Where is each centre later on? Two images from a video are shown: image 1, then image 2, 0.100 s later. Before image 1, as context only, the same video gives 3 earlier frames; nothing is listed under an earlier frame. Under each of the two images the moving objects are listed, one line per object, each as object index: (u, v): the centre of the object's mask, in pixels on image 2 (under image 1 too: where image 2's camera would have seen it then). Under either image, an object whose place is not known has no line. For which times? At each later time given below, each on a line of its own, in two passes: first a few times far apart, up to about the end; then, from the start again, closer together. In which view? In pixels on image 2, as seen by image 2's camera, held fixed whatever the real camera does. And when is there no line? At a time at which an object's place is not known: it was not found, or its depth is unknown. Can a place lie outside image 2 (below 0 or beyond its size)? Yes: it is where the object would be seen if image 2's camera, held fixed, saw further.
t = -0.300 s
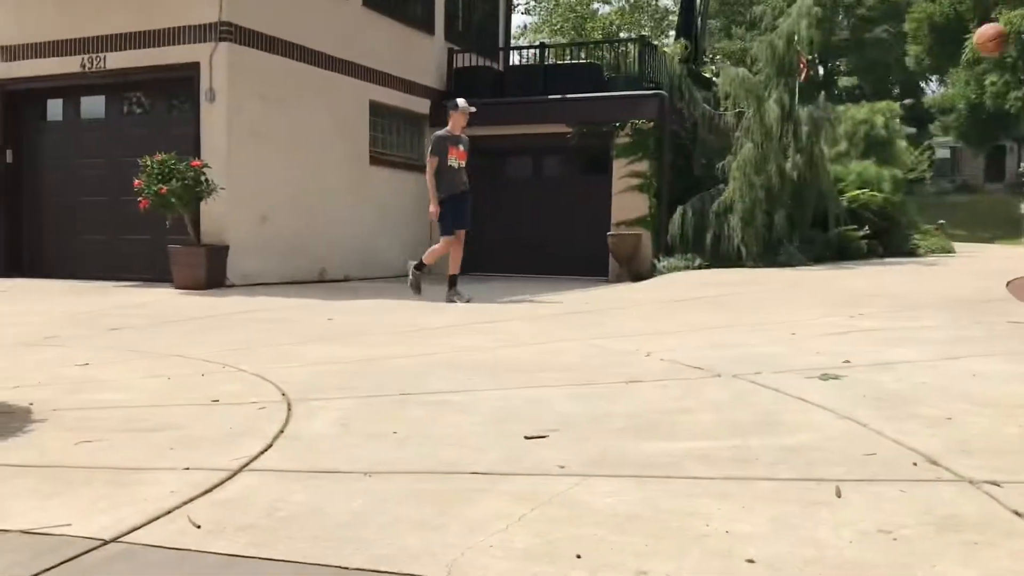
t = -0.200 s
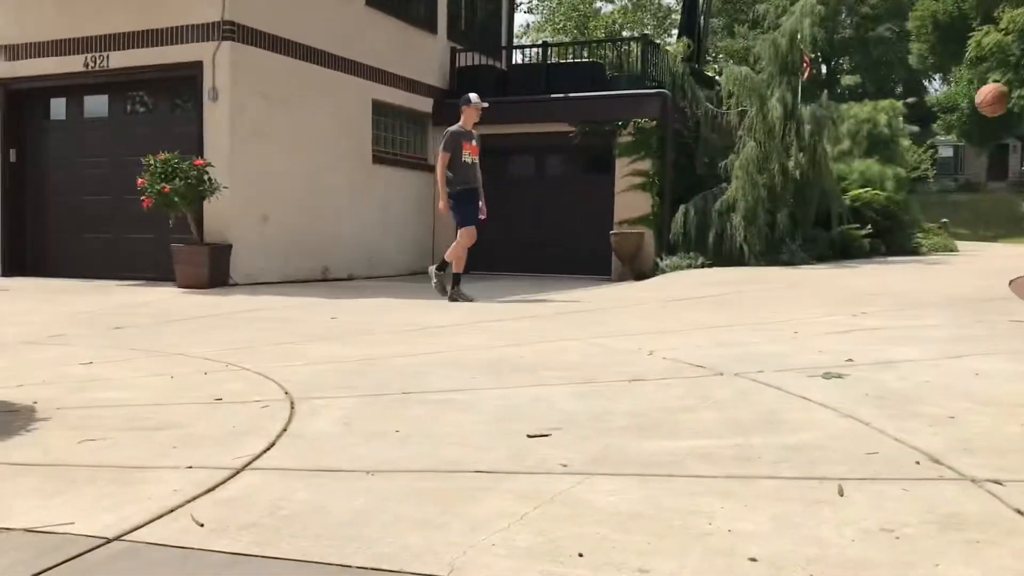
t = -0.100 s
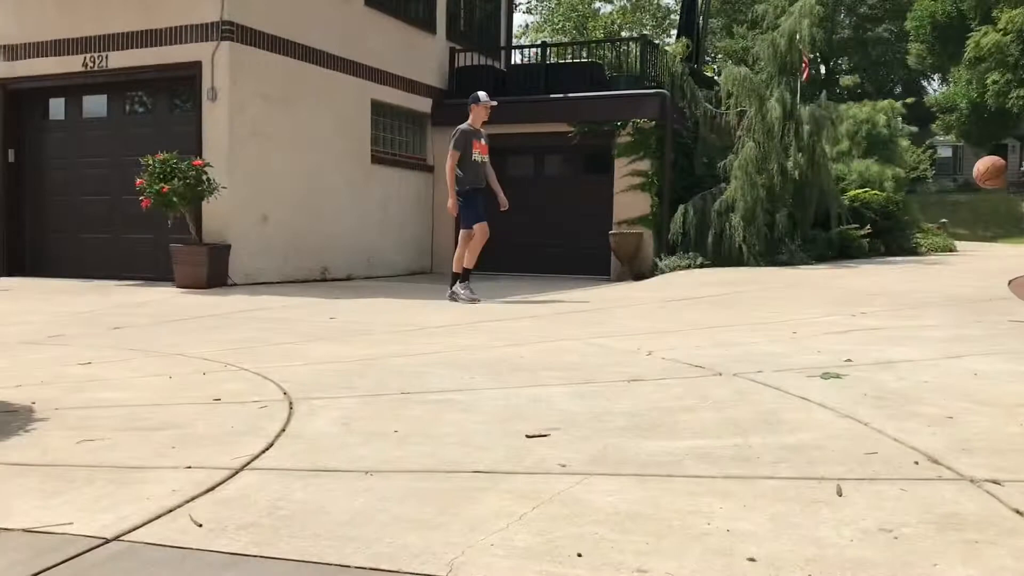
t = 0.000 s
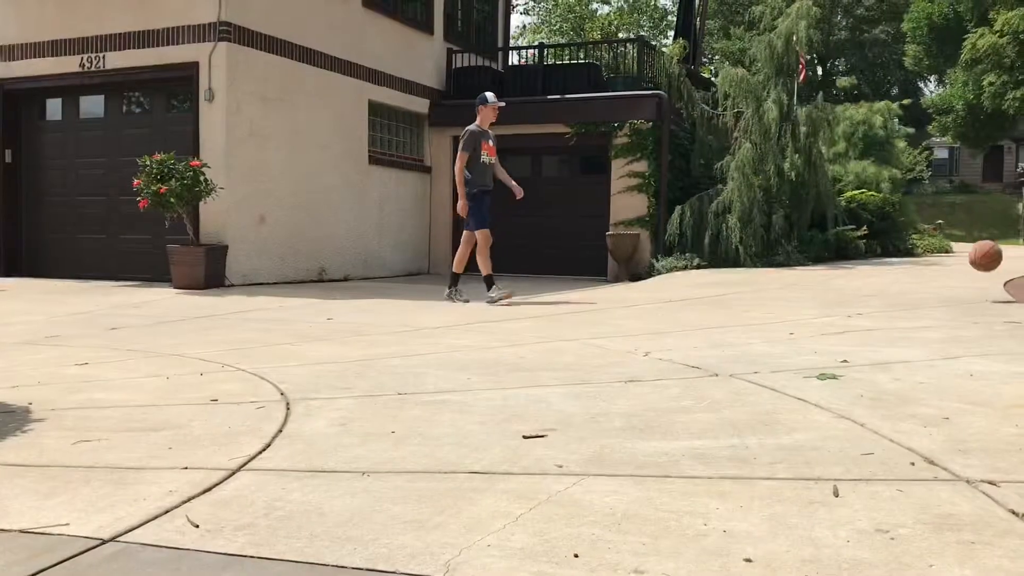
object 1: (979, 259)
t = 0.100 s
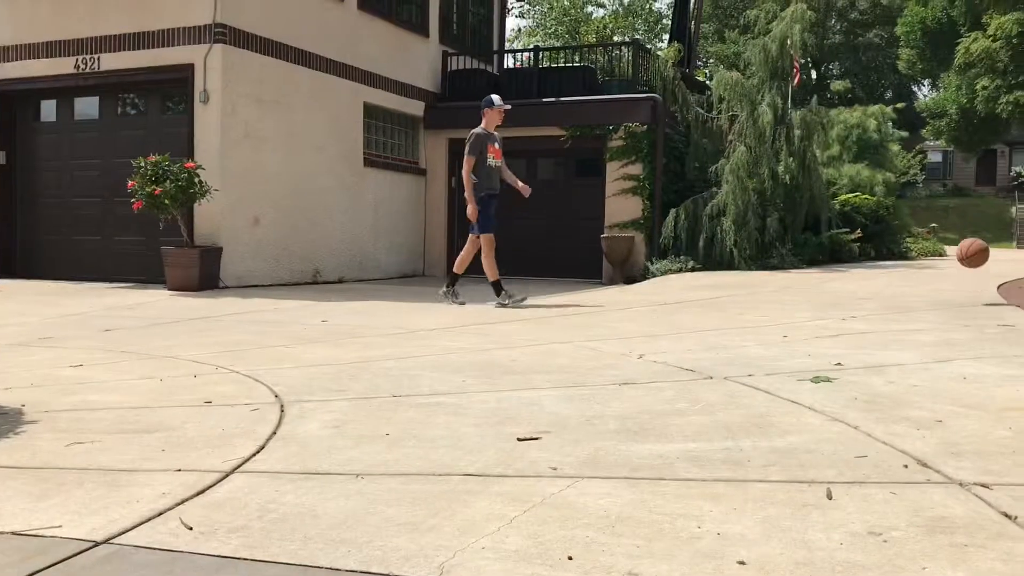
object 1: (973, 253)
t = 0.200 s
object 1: (964, 197)
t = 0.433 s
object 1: (942, 117)
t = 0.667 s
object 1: (922, 104)
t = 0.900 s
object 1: (898, 157)
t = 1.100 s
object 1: (879, 252)
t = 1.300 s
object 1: (867, 232)
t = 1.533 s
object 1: (854, 179)
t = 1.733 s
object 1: (842, 185)
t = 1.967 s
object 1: (827, 249)
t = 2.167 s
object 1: (815, 252)
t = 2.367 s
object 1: (805, 216)
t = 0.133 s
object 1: (968, 233)
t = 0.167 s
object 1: (966, 215)
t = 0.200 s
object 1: (964, 197)
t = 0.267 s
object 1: (957, 167)
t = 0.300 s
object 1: (955, 154)
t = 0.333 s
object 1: (952, 144)
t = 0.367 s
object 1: (948, 133)
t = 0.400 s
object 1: (945, 125)
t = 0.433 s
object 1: (942, 117)
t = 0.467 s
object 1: (940, 111)
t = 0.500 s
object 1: (937, 107)
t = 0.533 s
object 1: (935, 104)
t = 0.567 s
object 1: (932, 102)
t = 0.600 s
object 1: (928, 101)
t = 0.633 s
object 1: (926, 102)
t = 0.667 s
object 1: (922, 104)
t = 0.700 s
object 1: (919, 107)
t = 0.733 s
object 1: (915, 112)
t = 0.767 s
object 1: (912, 119)
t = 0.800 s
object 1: (909, 126)
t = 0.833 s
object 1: (906, 135)
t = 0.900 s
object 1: (898, 157)
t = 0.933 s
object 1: (895, 170)
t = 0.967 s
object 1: (893, 184)
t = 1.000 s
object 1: (890, 199)
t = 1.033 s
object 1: (886, 216)
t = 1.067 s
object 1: (883, 233)
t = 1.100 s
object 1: (879, 252)
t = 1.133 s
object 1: (876, 271)
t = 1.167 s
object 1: (874, 289)
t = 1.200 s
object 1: (872, 271)
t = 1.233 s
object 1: (870, 257)
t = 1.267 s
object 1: (868, 244)
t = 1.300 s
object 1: (867, 232)
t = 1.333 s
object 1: (865, 220)
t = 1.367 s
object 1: (863, 211)
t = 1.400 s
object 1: (862, 202)
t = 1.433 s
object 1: (859, 195)
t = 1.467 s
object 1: (857, 188)
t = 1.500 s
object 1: (856, 184)
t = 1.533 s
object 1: (854, 179)
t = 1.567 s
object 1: (851, 178)
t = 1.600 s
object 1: (849, 177)
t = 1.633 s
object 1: (848, 177)
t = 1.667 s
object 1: (846, 178)
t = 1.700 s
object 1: (844, 181)
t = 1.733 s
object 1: (842, 185)
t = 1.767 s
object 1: (840, 190)
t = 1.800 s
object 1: (838, 198)
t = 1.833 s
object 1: (836, 205)
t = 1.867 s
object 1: (833, 214)
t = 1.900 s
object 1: (831, 225)
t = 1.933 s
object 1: (829, 236)
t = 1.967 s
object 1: (827, 249)
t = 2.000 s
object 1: (824, 263)
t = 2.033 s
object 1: (822, 278)
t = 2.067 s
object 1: (820, 286)
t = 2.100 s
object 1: (819, 273)
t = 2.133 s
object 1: (817, 262)
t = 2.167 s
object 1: (815, 252)
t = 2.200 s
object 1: (814, 242)
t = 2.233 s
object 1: (812, 235)
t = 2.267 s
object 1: (810, 228)
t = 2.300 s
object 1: (809, 223)
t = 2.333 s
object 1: (807, 219)
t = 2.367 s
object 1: (805, 216)
